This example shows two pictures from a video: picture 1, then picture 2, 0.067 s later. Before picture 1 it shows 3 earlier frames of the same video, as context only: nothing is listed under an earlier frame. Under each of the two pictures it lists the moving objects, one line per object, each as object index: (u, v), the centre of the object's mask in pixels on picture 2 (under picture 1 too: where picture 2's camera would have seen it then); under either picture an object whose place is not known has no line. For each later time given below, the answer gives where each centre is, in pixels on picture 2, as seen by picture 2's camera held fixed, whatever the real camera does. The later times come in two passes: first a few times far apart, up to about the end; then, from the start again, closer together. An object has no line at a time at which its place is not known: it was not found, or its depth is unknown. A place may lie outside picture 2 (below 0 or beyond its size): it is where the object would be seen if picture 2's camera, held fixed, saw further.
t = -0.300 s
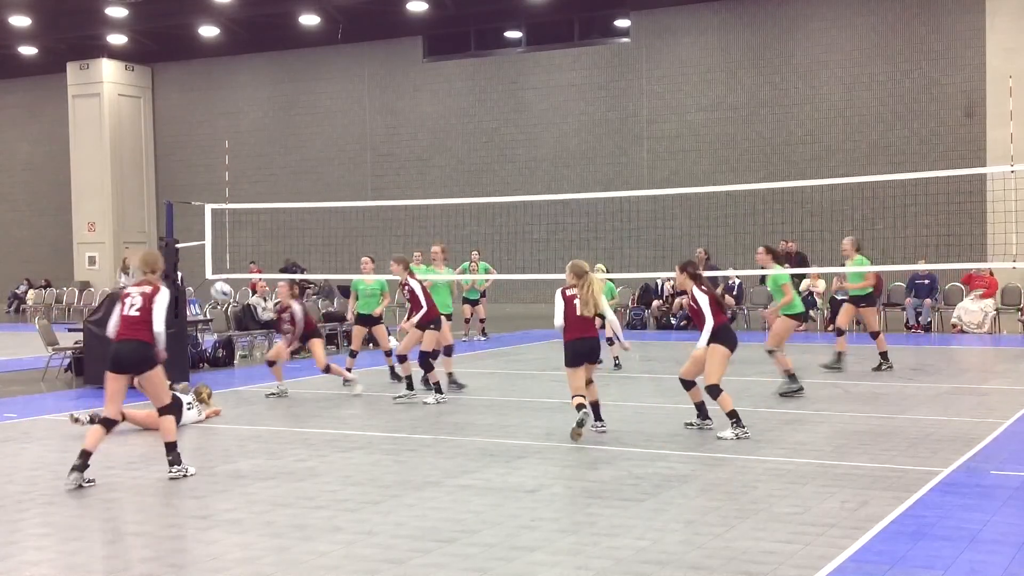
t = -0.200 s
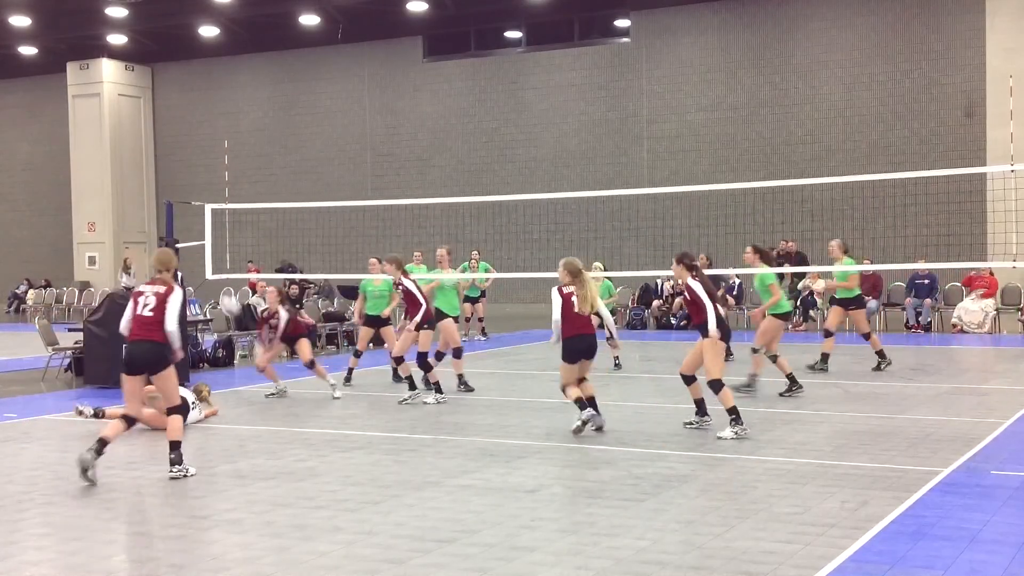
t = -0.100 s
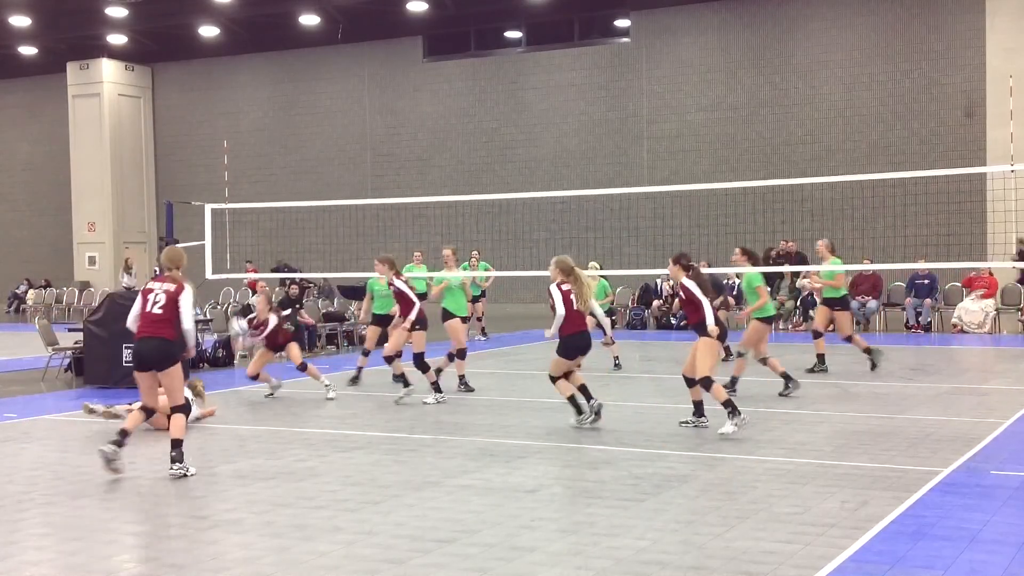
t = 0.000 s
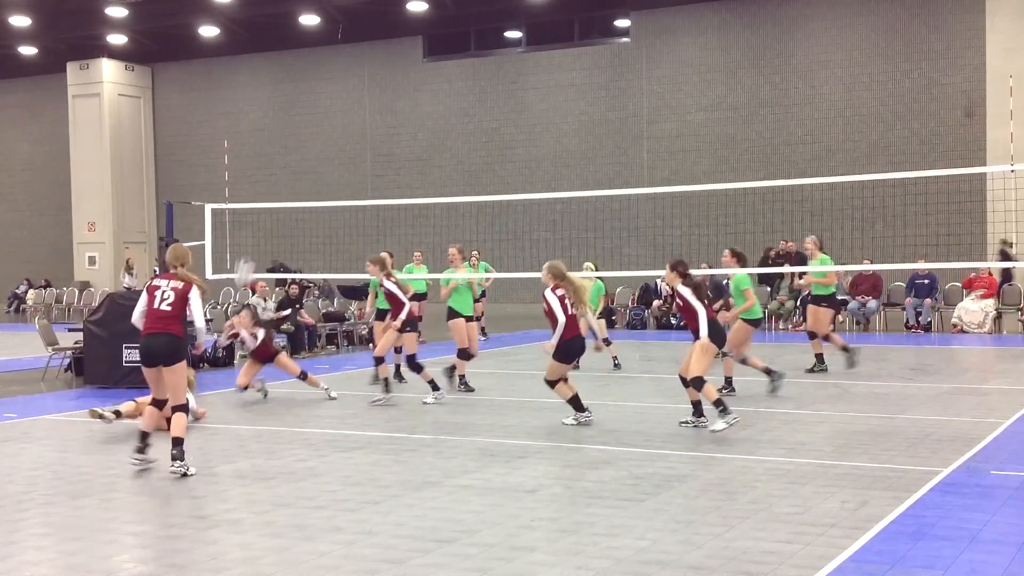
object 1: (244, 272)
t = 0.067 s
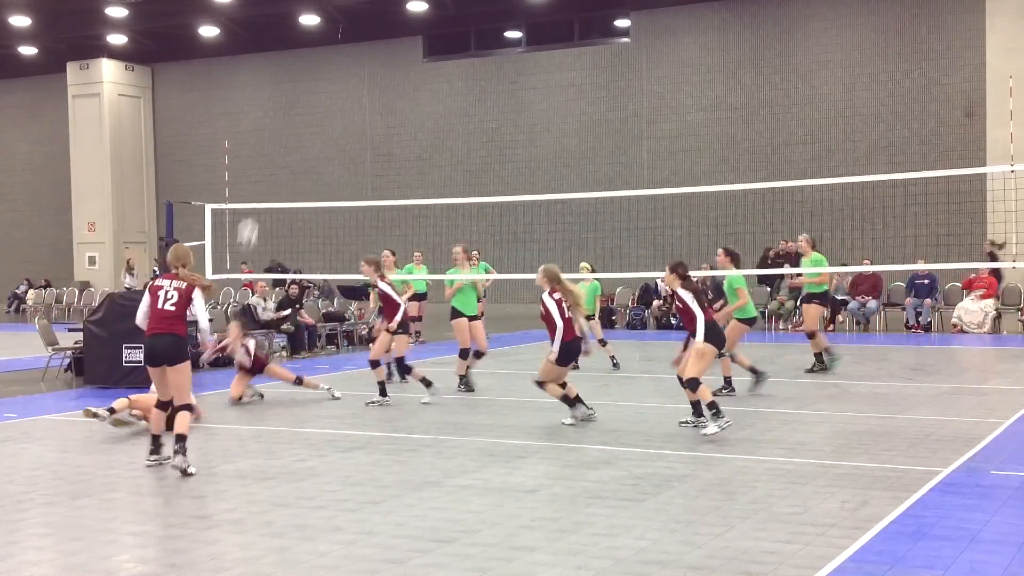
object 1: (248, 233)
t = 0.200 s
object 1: (257, 165)
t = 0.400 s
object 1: (271, 88)
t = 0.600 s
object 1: (290, 47)
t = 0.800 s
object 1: (311, 46)
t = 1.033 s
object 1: (340, 102)
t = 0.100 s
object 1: (249, 218)
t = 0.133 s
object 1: (252, 195)
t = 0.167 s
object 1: (254, 181)
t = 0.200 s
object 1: (257, 165)
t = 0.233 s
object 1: (258, 149)
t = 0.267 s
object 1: (261, 136)
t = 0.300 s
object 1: (263, 122)
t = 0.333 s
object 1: (266, 110)
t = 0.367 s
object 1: (269, 98)
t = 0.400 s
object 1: (271, 88)
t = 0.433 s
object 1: (274, 79)
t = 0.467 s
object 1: (277, 70)
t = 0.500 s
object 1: (280, 63)
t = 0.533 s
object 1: (283, 57)
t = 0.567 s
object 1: (286, 51)
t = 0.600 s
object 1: (290, 47)
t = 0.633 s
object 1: (293, 44)
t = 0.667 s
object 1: (297, 42)
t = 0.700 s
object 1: (300, 42)
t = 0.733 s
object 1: (304, 42)
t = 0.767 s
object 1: (308, 43)
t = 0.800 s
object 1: (311, 46)
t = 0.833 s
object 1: (315, 50)
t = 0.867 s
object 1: (319, 55)
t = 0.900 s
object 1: (323, 62)
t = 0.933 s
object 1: (328, 70)
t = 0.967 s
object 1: (332, 79)
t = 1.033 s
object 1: (340, 102)
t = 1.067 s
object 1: (345, 115)
